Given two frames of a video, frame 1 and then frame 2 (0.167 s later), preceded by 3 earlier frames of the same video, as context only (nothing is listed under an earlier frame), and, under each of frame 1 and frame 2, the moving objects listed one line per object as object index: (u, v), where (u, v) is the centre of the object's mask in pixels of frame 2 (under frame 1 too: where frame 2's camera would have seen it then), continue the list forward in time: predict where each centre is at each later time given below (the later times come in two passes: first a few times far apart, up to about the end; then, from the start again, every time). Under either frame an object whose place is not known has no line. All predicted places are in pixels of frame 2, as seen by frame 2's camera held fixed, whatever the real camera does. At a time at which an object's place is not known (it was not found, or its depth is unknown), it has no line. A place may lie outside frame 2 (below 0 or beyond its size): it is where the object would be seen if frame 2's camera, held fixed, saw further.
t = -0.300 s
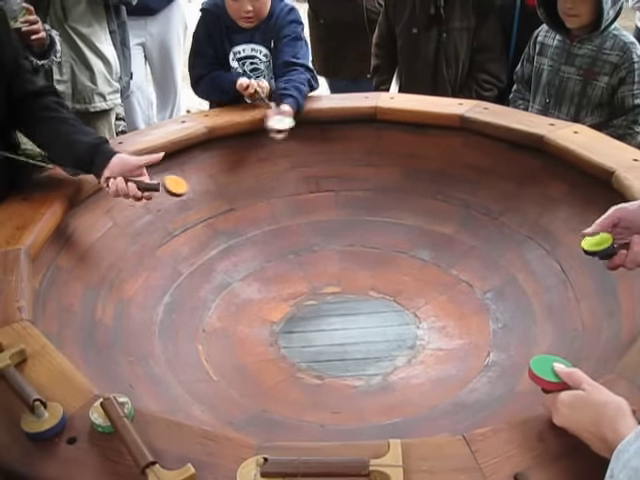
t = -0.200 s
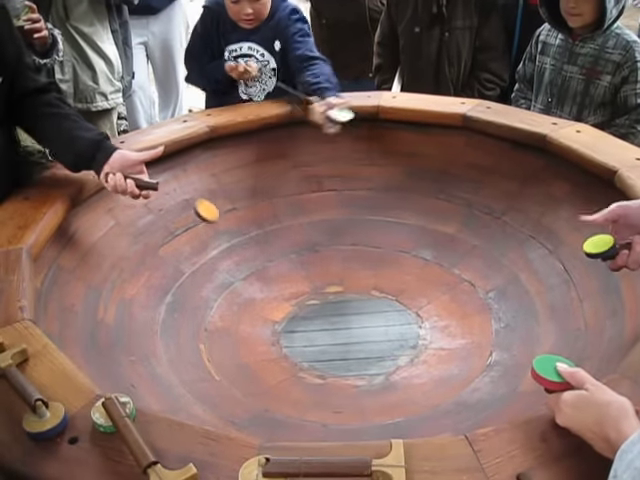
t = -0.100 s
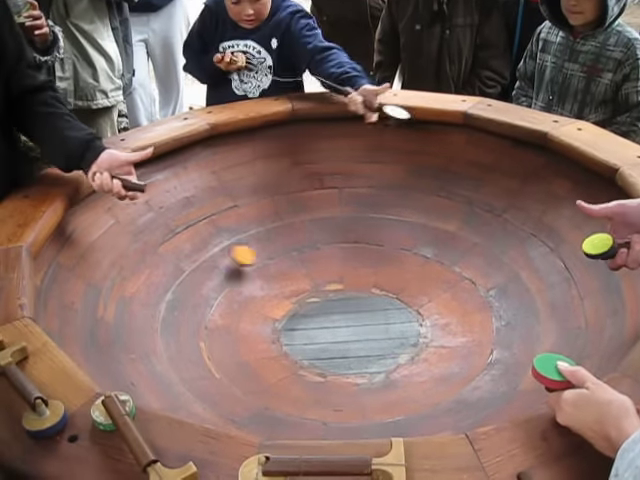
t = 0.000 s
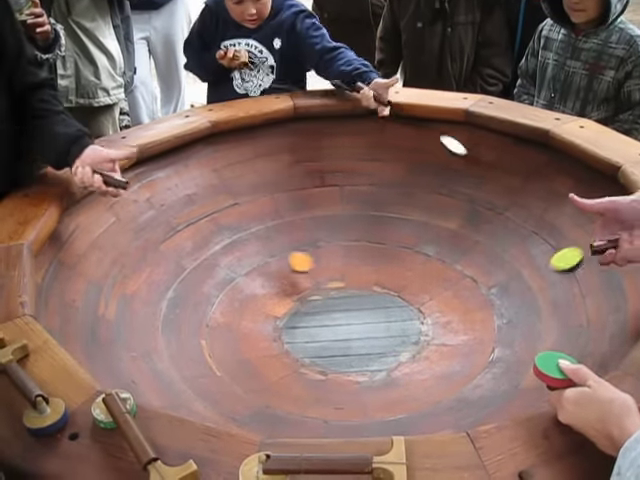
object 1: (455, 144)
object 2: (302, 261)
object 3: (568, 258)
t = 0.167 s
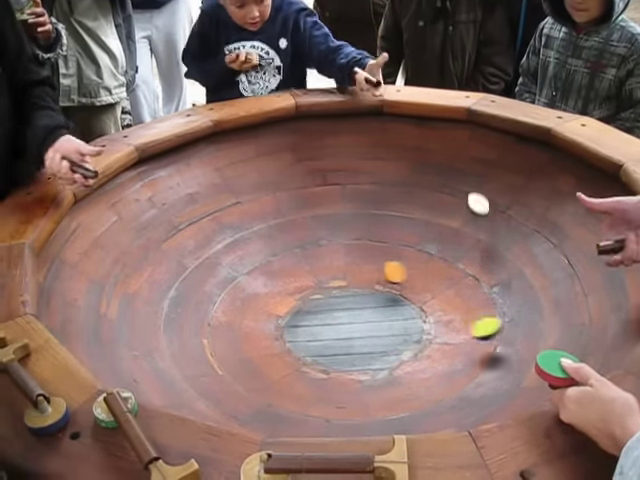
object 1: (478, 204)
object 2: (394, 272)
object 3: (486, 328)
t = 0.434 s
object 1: (484, 313)
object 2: (440, 299)
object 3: (319, 325)
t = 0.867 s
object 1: (380, 400)
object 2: (391, 354)
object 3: (173, 301)
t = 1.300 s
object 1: (312, 379)
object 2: (413, 382)
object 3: (248, 342)
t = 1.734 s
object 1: (290, 336)
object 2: (398, 374)
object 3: (396, 326)
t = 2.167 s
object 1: (290, 272)
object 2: (298, 354)
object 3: (431, 264)
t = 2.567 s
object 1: (344, 239)
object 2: (199, 318)
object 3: (404, 235)
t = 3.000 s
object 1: (420, 265)
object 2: (264, 302)
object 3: (376, 310)
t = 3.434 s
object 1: (449, 330)
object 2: (377, 264)
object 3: (417, 382)
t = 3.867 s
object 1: (363, 387)
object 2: (437, 241)
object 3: (435, 394)
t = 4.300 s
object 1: (261, 361)
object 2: (455, 297)
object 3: (337, 356)
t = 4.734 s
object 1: (249, 291)
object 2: (420, 374)
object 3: (266, 327)
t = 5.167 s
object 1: (324, 260)
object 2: (339, 416)
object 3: (297, 301)
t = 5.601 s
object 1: (418, 288)
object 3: (339, 266)
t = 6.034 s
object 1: (432, 352)
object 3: (390, 284)
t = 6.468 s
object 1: (335, 382)
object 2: (309, 248)
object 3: (427, 324)
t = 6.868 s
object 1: (271, 339)
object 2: (395, 256)
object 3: (395, 358)
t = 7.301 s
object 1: (314, 291)
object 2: (478, 296)
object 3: (332, 378)
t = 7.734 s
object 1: (401, 285)
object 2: (475, 363)
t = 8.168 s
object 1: (422, 334)
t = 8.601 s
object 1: (339, 370)
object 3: (284, 270)
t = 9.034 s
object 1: (283, 328)
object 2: (263, 280)
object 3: (367, 241)
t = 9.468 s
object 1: (330, 284)
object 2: (349, 252)
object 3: (428, 275)
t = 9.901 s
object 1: (405, 295)
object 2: (438, 277)
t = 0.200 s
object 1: (478, 225)
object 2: (411, 276)
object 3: (464, 331)
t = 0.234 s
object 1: (477, 249)
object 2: (427, 277)
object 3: (444, 339)
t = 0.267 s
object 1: (473, 256)
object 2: (441, 275)
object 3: (422, 340)
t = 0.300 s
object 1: (469, 268)
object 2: (452, 281)
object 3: (401, 337)
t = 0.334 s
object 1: (479, 284)
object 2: (450, 286)
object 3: (380, 334)
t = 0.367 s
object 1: (482, 292)
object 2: (447, 291)
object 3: (359, 332)
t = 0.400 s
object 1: (483, 300)
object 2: (444, 296)
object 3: (339, 329)
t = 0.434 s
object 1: (484, 313)
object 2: (440, 299)
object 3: (319, 325)
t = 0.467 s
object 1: (483, 329)
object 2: (436, 306)
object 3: (300, 323)
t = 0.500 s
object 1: (479, 337)
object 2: (431, 311)
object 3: (281, 319)
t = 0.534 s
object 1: (474, 349)
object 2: (426, 316)
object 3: (262, 318)
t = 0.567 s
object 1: (467, 355)
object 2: (420, 321)
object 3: (247, 311)
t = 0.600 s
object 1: (458, 367)
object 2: (415, 324)
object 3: (233, 308)
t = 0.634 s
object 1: (449, 373)
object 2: (410, 328)
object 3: (220, 305)
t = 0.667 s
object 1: (441, 379)
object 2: (406, 331)
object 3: (208, 302)
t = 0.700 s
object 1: (431, 387)
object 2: (402, 336)
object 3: (199, 302)
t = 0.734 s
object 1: (421, 388)
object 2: (399, 339)
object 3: (193, 299)
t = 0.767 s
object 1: (411, 393)
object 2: (397, 343)
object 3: (185, 299)
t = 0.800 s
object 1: (400, 396)
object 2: (395, 344)
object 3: (180, 299)
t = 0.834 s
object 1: (390, 397)
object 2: (393, 349)
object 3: (176, 300)
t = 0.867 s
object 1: (380, 400)
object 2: (391, 354)
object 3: (173, 301)
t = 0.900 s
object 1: (371, 400)
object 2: (392, 354)
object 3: (173, 302)
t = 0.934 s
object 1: (363, 400)
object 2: (392, 359)
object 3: (172, 304)
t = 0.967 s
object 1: (355, 400)
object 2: (393, 363)
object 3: (173, 307)
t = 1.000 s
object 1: (348, 398)
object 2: (394, 364)
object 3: (174, 310)
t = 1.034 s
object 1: (341, 398)
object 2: (396, 369)
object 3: (177, 314)
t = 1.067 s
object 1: (337, 395)
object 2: (397, 373)
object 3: (182, 317)
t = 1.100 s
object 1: (331, 394)
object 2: (399, 371)
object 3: (188, 320)
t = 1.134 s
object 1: (327, 392)
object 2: (401, 374)
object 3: (194, 324)
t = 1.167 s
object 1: (323, 388)
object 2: (403, 377)
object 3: (202, 328)
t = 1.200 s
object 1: (319, 386)
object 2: (405, 378)
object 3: (212, 332)
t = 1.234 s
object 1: (317, 385)
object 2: (408, 380)
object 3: (223, 335)
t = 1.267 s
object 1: (315, 381)
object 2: (410, 379)
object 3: (235, 339)
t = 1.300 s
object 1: (312, 379)
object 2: (413, 382)
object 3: (248, 342)
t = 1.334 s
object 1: (311, 378)
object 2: (415, 383)
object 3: (262, 344)
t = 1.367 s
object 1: (310, 373)
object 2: (416, 383)
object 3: (275, 346)
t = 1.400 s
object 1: (307, 370)
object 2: (417, 384)
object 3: (288, 347)
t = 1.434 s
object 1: (305, 366)
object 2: (417, 383)
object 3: (302, 347)
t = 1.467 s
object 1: (304, 365)
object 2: (417, 383)
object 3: (314, 345)
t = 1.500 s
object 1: (301, 360)
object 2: (417, 386)
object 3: (326, 343)
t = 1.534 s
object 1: (299, 358)
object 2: (415, 382)
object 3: (337, 341)
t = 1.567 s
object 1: (298, 355)
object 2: (413, 383)
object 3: (349, 339)
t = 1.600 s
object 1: (298, 353)
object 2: (411, 381)
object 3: (359, 337)
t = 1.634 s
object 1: (296, 348)
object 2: (408, 378)
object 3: (369, 334)
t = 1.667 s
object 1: (294, 344)
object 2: (405, 379)
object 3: (378, 332)
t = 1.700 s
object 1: (292, 340)
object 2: (401, 376)
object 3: (387, 329)
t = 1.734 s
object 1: (290, 336)
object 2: (398, 374)
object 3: (396, 326)
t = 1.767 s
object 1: (289, 332)
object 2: (393, 372)
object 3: (403, 323)
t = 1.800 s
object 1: (287, 328)
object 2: (389, 374)
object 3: (412, 320)
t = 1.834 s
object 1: (285, 323)
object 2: (385, 371)
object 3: (419, 316)
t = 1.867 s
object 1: (285, 318)
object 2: (378, 369)
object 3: (425, 312)
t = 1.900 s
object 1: (284, 314)
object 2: (371, 369)
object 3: (430, 308)
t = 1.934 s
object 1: (284, 309)
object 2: (364, 366)
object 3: (434, 302)
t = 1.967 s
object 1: (283, 303)
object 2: (356, 363)
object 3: (436, 295)
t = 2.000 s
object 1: (283, 298)
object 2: (348, 361)
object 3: (437, 292)
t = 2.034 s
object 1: (284, 293)
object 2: (340, 361)
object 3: (437, 287)
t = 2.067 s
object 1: (285, 287)
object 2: (330, 360)
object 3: (436, 281)
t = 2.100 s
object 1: (286, 282)
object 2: (319, 360)
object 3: (435, 275)
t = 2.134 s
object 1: (288, 277)
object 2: (309, 356)
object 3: (433, 269)
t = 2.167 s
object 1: (290, 272)
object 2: (298, 354)
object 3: (431, 264)
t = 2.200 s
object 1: (293, 268)
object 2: (288, 351)
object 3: (428, 259)
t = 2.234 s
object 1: (297, 263)
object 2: (277, 349)
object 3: (426, 254)
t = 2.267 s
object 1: (300, 259)
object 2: (267, 346)
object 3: (424, 248)
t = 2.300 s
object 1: (304, 255)
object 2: (256, 343)
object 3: (422, 244)
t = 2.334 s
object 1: (309, 251)
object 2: (246, 341)
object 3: (421, 241)
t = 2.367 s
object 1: (313, 248)
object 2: (236, 337)
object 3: (418, 238)
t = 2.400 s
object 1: (317, 246)
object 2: (227, 333)
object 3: (416, 236)
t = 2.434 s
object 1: (322, 243)
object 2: (218, 329)
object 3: (414, 235)
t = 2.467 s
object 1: (327, 242)
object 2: (211, 326)
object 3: (411, 233)
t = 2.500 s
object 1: (333, 240)
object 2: (206, 322)
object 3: (409, 233)
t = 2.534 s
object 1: (338, 239)
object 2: (202, 320)
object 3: (406, 234)
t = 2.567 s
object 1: (344, 239)
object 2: (199, 318)
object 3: (404, 235)
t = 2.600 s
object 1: (351, 239)
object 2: (198, 316)
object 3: (401, 238)
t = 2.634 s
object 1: (357, 239)
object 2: (198, 314)
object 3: (397, 240)
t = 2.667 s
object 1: (364, 240)
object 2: (198, 311)
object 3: (394, 245)
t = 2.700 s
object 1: (370, 241)
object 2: (200, 311)
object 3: (391, 250)
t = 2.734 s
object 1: (375, 242)
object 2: (203, 309)
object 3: (388, 256)
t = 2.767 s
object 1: (381, 243)
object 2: (207, 308)
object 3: (386, 263)
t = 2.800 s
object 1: (387, 246)
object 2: (212, 307)
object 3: (384, 270)
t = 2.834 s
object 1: (392, 248)
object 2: (219, 307)
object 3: (381, 276)
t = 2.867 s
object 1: (398, 251)
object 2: (226, 306)
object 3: (379, 285)
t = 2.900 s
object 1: (404, 254)
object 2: (235, 305)
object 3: (377, 292)
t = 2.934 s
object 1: (409, 257)
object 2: (244, 304)
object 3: (376, 298)
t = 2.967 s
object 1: (415, 261)
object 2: (254, 303)
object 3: (376, 303)
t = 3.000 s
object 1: (420, 265)
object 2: (264, 302)
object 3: (376, 310)
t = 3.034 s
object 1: (425, 269)
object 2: (274, 300)
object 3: (376, 317)
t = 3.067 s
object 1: (430, 274)
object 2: (284, 299)
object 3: (377, 323)
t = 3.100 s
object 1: (435, 279)
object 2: (294, 298)
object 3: (379, 329)
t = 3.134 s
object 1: (439, 283)
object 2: (304, 296)
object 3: (380, 336)
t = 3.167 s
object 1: (443, 288)
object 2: (313, 294)
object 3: (383, 342)
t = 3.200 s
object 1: (446, 293)
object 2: (323, 290)
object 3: (386, 349)
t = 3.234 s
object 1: (448, 298)
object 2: (332, 288)
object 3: (390, 355)
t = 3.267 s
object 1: (450, 304)
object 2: (340, 285)
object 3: (394, 362)
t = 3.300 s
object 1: (451, 309)
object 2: (348, 281)
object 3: (398, 367)
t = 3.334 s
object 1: (452, 314)
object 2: (356, 277)
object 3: (403, 371)
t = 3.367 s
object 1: (451, 320)
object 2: (364, 272)
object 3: (407, 375)
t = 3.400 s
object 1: (450, 325)
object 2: (371, 268)
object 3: (412, 379)
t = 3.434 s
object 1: (449, 330)
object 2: (377, 264)
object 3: (417, 382)
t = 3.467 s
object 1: (446, 336)
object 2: (383, 259)
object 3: (422, 385)
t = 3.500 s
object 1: (442, 342)
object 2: (389, 256)
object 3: (428, 388)
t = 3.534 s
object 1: (438, 348)
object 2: (395, 252)
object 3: (433, 390)
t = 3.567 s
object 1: (433, 353)
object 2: (400, 249)
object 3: (437, 392)
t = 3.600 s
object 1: (427, 358)
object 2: (404, 245)
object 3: (441, 394)
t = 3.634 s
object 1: (420, 364)
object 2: (409, 243)
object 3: (444, 395)
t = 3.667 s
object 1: (413, 369)
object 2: (414, 240)
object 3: (446, 396)
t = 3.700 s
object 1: (406, 372)
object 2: (418, 239)
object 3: (446, 396)
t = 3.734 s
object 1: (399, 377)
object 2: (422, 238)
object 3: (446, 397)
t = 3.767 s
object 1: (390, 380)
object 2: (426, 238)
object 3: (445, 397)
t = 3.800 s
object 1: (382, 383)
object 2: (430, 238)
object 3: (443, 396)
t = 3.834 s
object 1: (373, 385)
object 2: (434, 240)
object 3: (439, 395)
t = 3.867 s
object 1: (363, 387)
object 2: (437, 241)
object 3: (435, 394)
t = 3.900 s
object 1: (354, 388)
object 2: (440, 243)
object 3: (430, 393)
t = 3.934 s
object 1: (344, 388)
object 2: (443, 245)
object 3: (424, 390)
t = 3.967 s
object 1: (335, 388)
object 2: (446, 249)
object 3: (417, 389)
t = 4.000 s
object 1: (325, 387)
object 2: (448, 252)
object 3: (410, 386)
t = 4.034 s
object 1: (317, 387)
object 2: (451, 255)
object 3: (403, 384)
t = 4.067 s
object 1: (309, 385)
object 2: (452, 259)
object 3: (395, 380)
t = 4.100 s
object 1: (300, 383)
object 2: (454, 264)
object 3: (387, 378)
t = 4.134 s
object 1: (292, 380)
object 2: (455, 269)
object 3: (379, 374)
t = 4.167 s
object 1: (285, 377)
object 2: (456, 273)
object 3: (370, 372)
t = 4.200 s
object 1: (278, 373)
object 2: (455, 279)
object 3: (361, 367)
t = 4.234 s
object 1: (271, 369)
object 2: (455, 285)
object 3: (353, 362)
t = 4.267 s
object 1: (266, 366)
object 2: (455, 291)
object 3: (345, 357)
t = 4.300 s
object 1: (261, 361)
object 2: (455, 297)
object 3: (337, 356)
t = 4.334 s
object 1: (257, 357)
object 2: (455, 303)
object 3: (328, 353)
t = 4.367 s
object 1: (254, 351)
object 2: (455, 309)
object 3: (320, 348)
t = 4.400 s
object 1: (251, 346)
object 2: (453, 315)
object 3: (311, 346)
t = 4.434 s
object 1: (248, 341)
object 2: (451, 321)
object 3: (301, 343)
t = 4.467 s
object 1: (246, 336)
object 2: (449, 328)
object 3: (293, 340)
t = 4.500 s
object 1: (245, 331)
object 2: (445, 334)
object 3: (284, 338)
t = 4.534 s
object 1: (245, 326)
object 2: (442, 340)
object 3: (276, 334)
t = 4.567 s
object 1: (245, 321)
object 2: (439, 346)
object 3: (269, 332)
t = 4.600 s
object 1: (243, 314)
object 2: (436, 351)
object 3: (268, 331)
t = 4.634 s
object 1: (243, 307)
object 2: (432, 358)
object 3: (268, 331)
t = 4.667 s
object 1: (244, 300)
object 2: (428, 364)
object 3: (267, 329)
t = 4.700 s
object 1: (247, 295)
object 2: (424, 369)
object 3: (266, 328)
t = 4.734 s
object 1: (249, 291)
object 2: (420, 374)
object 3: (266, 327)
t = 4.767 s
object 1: (252, 287)
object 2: (416, 380)
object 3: (266, 326)
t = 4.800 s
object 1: (256, 283)
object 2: (413, 384)
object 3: (267, 325)
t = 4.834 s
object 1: (260, 279)
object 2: (408, 388)
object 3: (268, 323)
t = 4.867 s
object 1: (265, 276)
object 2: (403, 393)
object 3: (270, 322)
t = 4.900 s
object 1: (271, 273)
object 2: (397, 397)
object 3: (272, 320)
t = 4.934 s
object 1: (276, 270)
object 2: (391, 400)
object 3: (275, 318)
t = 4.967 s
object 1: (282, 268)
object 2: (385, 403)
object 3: (278, 316)
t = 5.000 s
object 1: (289, 266)
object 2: (378, 407)
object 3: (281, 314)
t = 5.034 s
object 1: (296, 264)
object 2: (370, 410)
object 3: (285, 312)
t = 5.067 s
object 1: (303, 262)
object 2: (363, 412)
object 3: (288, 310)
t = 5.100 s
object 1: (310, 261)
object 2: (354, 414)
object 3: (291, 307)
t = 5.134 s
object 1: (317, 260)
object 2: (347, 416)
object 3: (294, 304)
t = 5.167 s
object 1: (324, 260)
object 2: (339, 416)
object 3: (297, 301)
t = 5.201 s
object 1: (332, 260)
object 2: (332, 416)
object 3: (300, 299)
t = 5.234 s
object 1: (340, 261)
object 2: (325, 415)
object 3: (304, 296)
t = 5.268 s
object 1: (347, 262)
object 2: (318, 415)
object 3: (307, 293)
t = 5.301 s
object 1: (355, 263)
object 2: (310, 413)
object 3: (310, 290)
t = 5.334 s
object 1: (363, 264)
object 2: (303, 410)
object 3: (312, 287)
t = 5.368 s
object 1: (371, 266)
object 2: (296, 408)
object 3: (315, 283)
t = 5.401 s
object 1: (378, 269)
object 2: (289, 405)
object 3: (318, 279)
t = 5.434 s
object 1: (386, 271)
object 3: (321, 276)
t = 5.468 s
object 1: (393, 274)
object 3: (325, 273)
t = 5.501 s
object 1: (400, 277)
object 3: (328, 271)
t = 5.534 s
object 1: (406, 281)
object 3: (332, 270)
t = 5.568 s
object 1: (412, 285)
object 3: (335, 267)
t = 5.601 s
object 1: (418, 288)
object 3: (339, 266)
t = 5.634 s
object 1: (424, 293)
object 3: (342, 266)
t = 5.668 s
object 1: (429, 297)
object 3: (346, 266)
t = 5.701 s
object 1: (433, 301)
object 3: (350, 266)
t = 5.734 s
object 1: (436, 306)
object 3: (354, 267)
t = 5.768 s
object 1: (439, 310)
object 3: (357, 268)
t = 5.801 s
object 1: (441, 315)
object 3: (361, 269)
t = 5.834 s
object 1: (442, 320)
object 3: (365, 270)
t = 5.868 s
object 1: (443, 325)
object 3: (369, 272)
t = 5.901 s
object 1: (442, 330)
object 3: (373, 274)
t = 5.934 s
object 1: (440, 335)
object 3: (377, 276)
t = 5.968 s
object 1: (438, 341)
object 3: (381, 279)
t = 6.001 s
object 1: (435, 346)
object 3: (386, 281)
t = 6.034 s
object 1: (432, 352)
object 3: (390, 284)
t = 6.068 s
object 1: (428, 356)
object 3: (395, 287)
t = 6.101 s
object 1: (423, 361)
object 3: (399, 290)
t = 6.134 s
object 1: (417, 365)
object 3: (403, 293)
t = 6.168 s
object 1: (411, 369)
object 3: (408, 295)
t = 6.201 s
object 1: (404, 372)
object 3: (412, 297)
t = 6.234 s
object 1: (397, 375)
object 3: (417, 300)
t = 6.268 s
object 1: (389, 378)
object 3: (420, 303)
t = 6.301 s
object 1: (381, 380)
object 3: (422, 306)
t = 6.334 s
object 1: (372, 381)
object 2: (284, 255)
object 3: (424, 309)
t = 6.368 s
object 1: (362, 382)
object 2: (290, 253)
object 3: (425, 313)
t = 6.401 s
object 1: (354, 383)
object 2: (296, 251)
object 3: (425, 317)
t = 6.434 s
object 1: (344, 382)
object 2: (303, 249)
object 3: (426, 320)
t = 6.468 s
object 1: (335, 382)
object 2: (309, 248)
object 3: (427, 324)
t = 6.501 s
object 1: (327, 380)
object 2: (316, 247)
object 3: (426, 328)
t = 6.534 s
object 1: (319, 378)
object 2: (323, 247)
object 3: (426, 331)
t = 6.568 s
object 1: (312, 376)
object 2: (331, 246)
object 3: (424, 335)
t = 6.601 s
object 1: (304, 373)
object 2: (337, 246)
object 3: (422, 338)
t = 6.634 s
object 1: (298, 370)
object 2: (344, 246)
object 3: (420, 341)
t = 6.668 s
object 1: (292, 366)
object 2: (352, 247)
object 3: (418, 343)
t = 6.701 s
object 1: (287, 362)
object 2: (359, 249)
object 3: (415, 346)
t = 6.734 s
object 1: (282, 357)
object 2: (367, 250)
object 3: (412, 349)
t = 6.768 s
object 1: (278, 353)
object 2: (374, 252)
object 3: (408, 351)
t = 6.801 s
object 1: (275, 348)
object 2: (381, 253)
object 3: (403, 354)
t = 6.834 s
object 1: (272, 343)
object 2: (388, 254)
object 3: (399, 356)
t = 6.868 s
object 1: (271, 339)
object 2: (395, 256)
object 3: (395, 358)
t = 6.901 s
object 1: (270, 334)
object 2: (402, 258)
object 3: (390, 360)
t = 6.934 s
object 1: (271, 329)
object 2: (409, 260)
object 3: (385, 364)
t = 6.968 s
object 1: (272, 324)
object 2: (416, 262)
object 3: (380, 365)
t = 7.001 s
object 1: (274, 320)
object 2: (423, 264)
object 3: (375, 367)
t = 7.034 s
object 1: (277, 317)
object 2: (430, 266)
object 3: (371, 369)
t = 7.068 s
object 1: (280, 312)
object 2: (437, 270)
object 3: (365, 371)
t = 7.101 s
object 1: (284, 308)
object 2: (444, 272)
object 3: (361, 372)
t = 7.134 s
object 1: (288, 305)
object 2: (450, 276)
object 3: (356, 373)
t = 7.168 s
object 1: (293, 302)
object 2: (456, 279)
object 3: (351, 375)
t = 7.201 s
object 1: (298, 299)
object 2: (463, 283)
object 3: (346, 376)
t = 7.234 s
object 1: (302, 297)
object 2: (468, 287)
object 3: (341, 377)
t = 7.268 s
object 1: (308, 294)
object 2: (473, 291)
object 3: (337, 377)
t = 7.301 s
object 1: (314, 291)
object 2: (478, 296)
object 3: (332, 378)
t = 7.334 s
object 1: (320, 288)
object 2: (482, 300)
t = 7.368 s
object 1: (328, 286)
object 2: (487, 305)
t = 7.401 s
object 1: (335, 284)
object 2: (490, 310)
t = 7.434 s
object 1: (342, 282)
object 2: (493, 315)
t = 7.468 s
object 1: (350, 280)
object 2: (495, 321)
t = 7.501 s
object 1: (357, 280)
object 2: (496, 326)
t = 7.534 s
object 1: (364, 279)
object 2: (496, 332)
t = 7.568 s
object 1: (371, 279)
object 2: (495, 338)
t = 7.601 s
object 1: (377, 280)
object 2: (493, 343)
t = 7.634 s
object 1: (384, 281)
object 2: (490, 349)
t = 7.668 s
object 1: (390, 282)
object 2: (486, 354)
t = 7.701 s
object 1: (396, 283)
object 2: (482, 358)
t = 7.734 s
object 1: (401, 285)
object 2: (475, 363)
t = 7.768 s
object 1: (406, 287)
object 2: (468, 368)
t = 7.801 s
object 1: (410, 289)
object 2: (459, 373)
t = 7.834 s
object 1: (414, 292)
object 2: (451, 377)
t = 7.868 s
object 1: (418, 295)
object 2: (441, 382)
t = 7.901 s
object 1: (422, 299)
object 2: (431, 385)
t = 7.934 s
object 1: (425, 303)
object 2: (419, 389)
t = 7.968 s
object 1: (427, 307)
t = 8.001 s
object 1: (428, 311)
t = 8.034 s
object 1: (428, 316)
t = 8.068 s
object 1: (428, 321)
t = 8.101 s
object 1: (427, 325)
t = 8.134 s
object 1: (425, 329)
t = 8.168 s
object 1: (422, 334)
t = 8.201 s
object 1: (419, 339)
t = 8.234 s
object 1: (415, 343)
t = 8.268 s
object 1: (411, 347)
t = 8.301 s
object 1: (405, 351)
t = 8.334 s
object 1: (400, 354)
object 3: (241, 294)
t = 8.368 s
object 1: (394, 358)
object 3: (246, 291)
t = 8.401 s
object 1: (387, 362)
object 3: (251, 288)
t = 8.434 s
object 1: (380, 365)
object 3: (256, 285)
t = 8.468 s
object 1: (371, 368)
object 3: (261, 282)
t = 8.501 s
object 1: (363, 369)
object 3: (266, 279)
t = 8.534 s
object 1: (356, 370)
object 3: (272, 276)
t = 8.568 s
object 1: (348, 370)
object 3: (278, 273)
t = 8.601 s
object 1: (339, 370)
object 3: (284, 270)
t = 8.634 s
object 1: (331, 369)
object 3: (290, 267)
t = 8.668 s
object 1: (323, 368)
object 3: (296, 264)
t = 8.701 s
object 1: (315, 366)
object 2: (237, 332)
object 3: (303, 260)
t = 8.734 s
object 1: (309, 363)
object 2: (237, 327)
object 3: (309, 257)
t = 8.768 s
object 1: (304, 360)
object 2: (237, 321)
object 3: (316, 254)
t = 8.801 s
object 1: (299, 356)
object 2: (238, 316)
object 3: (322, 251)
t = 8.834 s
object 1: (294, 353)
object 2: (240, 310)
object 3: (329, 249)
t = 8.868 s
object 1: (290, 348)
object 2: (243, 305)
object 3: (335, 246)
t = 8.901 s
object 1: (287, 344)
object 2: (246, 300)
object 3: (342, 244)
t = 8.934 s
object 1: (285, 340)
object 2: (249, 295)
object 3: (348, 243)
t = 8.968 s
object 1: (283, 336)
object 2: (253, 290)
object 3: (355, 242)
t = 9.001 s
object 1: (283, 332)
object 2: (258, 284)
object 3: (361, 241)
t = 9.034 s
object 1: (283, 328)
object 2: (263, 280)
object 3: (367, 241)
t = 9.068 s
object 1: (283, 324)
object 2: (267, 276)
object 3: (373, 241)
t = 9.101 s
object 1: (284, 320)
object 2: (273, 272)
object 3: (378, 242)
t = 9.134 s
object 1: (285, 316)
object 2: (279, 269)
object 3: (383, 243)
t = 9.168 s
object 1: (288, 311)
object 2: (285, 265)
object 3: (388, 245)
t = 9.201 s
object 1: (291, 309)
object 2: (292, 263)
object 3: (392, 247)
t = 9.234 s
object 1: (294, 304)
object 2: (298, 260)
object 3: (396, 250)
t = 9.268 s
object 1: (299, 301)
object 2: (305, 258)
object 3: (400, 252)
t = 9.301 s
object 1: (303, 298)
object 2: (312, 256)
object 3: (404, 256)
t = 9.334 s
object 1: (307, 294)
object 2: (319, 255)
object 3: (408, 259)
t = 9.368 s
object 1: (312, 291)
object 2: (327, 253)
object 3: (413, 263)
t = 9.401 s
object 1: (318, 289)
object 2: (334, 252)
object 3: (418, 266)
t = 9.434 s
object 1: (324, 286)
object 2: (341, 252)
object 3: (423, 271)
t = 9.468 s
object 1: (330, 284)
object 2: (349, 252)
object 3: (428, 275)
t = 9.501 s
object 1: (337, 283)
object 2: (357, 253)
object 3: (433, 279)
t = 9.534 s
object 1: (344, 281)
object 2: (364, 253)
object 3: (438, 283)
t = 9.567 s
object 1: (351, 280)
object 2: (372, 254)
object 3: (442, 287)
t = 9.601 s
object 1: (357, 280)
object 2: (379, 255)
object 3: (447, 291)
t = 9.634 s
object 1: (364, 280)
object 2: (386, 256)
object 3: (451, 296)
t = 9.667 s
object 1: (370, 280)
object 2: (394, 258)
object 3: (455, 300)
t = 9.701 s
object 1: (375, 281)
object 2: (401, 260)
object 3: (459, 305)
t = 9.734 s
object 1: (381, 283)
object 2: (408, 262)
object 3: (463, 310)
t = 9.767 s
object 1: (386, 285)
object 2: (415, 264)
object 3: (466, 314)
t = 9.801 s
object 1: (392, 287)
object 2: (421, 267)
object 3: (469, 319)
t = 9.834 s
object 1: (397, 289)
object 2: (427, 270)
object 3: (472, 323)
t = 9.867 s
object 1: (401, 291)
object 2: (433, 274)
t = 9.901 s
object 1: (405, 295)
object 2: (438, 277)
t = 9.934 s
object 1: (408, 298)
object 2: (442, 282)
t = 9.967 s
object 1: (410, 301)
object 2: (446, 286)
